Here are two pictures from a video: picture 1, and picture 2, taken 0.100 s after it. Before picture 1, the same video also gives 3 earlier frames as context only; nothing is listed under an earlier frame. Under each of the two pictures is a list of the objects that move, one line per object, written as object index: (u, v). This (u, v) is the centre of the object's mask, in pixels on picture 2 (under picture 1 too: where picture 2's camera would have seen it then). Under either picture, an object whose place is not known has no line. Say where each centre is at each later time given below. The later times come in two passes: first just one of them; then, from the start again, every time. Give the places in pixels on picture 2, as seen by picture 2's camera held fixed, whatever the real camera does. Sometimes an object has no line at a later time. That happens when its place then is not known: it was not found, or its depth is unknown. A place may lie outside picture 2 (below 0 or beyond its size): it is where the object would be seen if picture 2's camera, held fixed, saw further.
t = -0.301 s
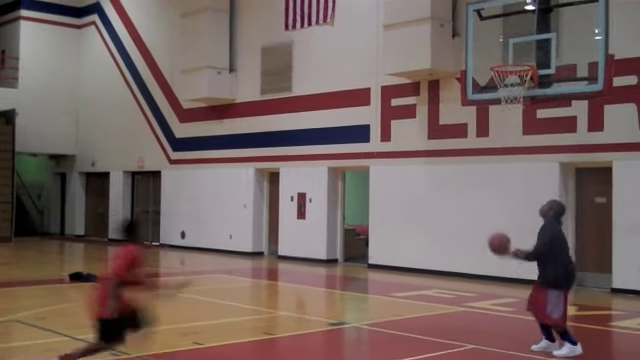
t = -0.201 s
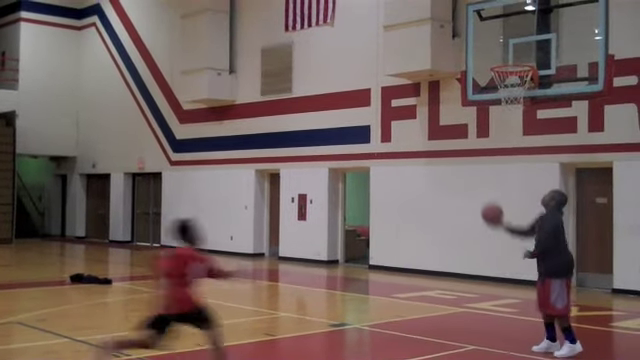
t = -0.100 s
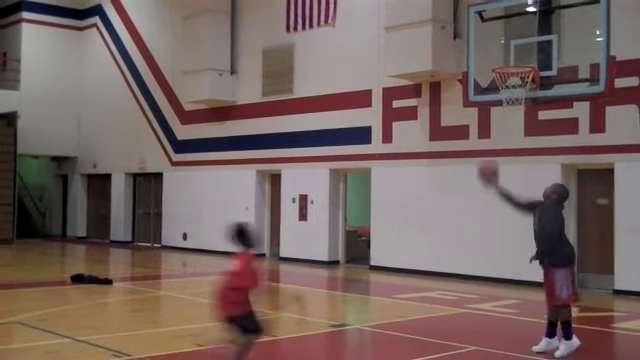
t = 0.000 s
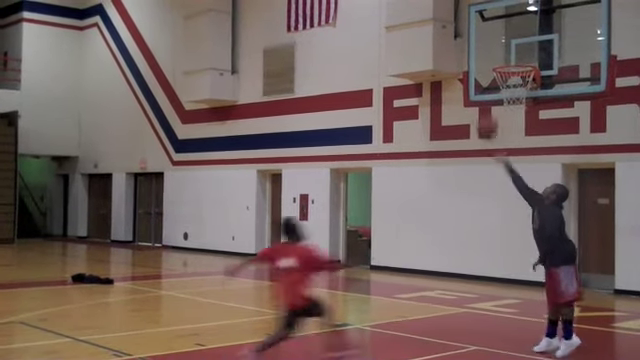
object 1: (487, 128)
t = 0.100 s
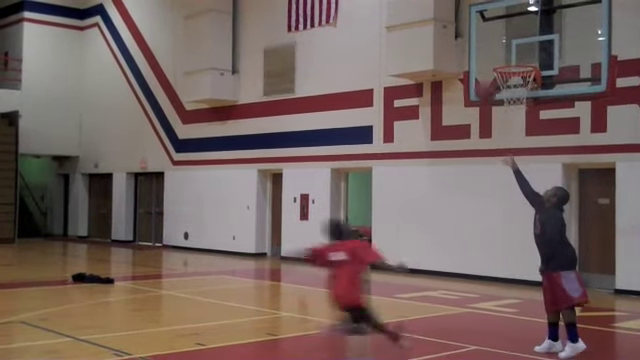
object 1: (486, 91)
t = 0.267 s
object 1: (481, 53)
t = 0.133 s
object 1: (486, 84)
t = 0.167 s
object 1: (484, 73)
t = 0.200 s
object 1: (483, 66)
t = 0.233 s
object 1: (482, 59)
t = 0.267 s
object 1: (481, 53)
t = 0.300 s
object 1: (480, 48)
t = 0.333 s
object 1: (480, 44)
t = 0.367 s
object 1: (478, 41)
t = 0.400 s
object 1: (478, 39)
